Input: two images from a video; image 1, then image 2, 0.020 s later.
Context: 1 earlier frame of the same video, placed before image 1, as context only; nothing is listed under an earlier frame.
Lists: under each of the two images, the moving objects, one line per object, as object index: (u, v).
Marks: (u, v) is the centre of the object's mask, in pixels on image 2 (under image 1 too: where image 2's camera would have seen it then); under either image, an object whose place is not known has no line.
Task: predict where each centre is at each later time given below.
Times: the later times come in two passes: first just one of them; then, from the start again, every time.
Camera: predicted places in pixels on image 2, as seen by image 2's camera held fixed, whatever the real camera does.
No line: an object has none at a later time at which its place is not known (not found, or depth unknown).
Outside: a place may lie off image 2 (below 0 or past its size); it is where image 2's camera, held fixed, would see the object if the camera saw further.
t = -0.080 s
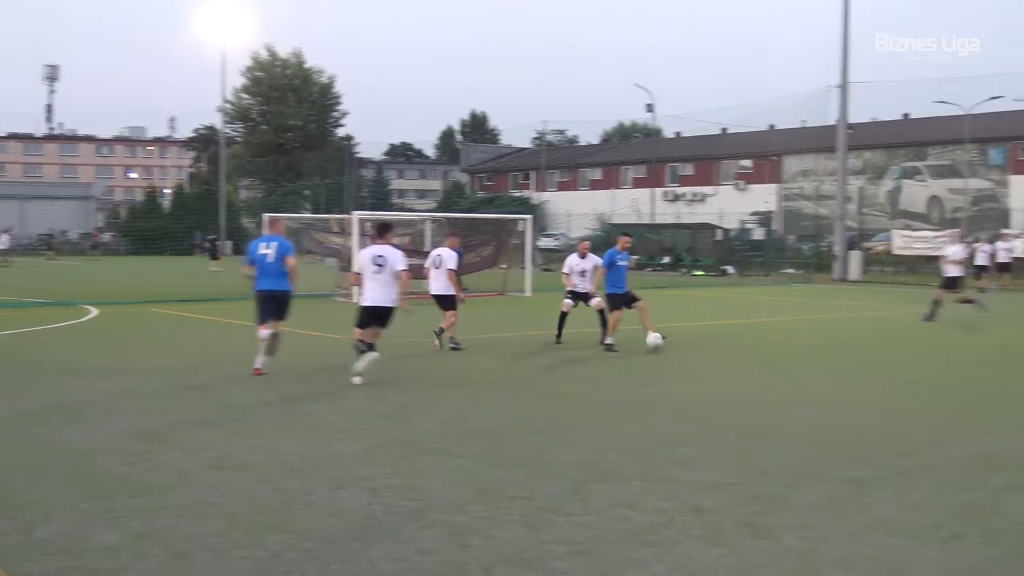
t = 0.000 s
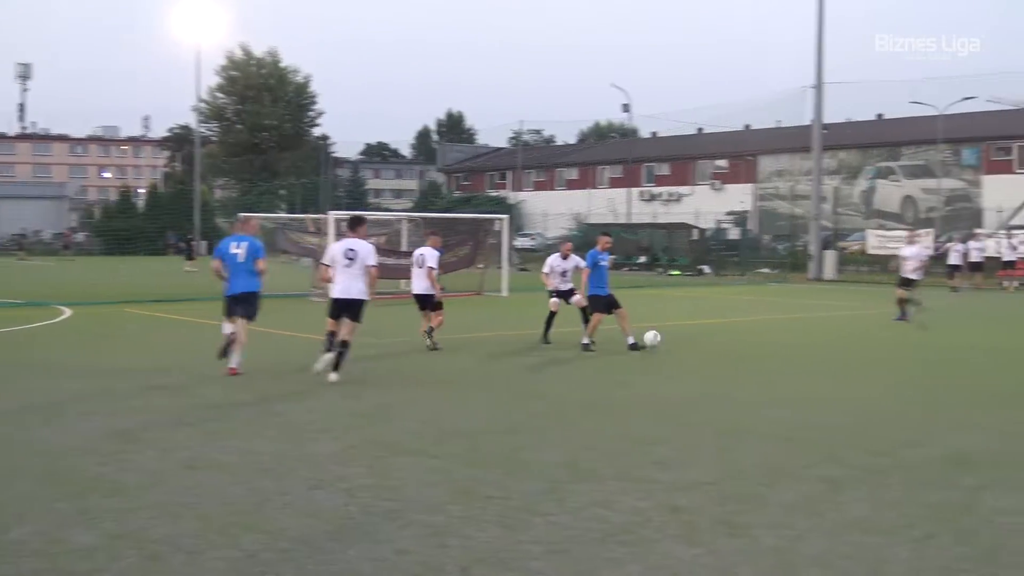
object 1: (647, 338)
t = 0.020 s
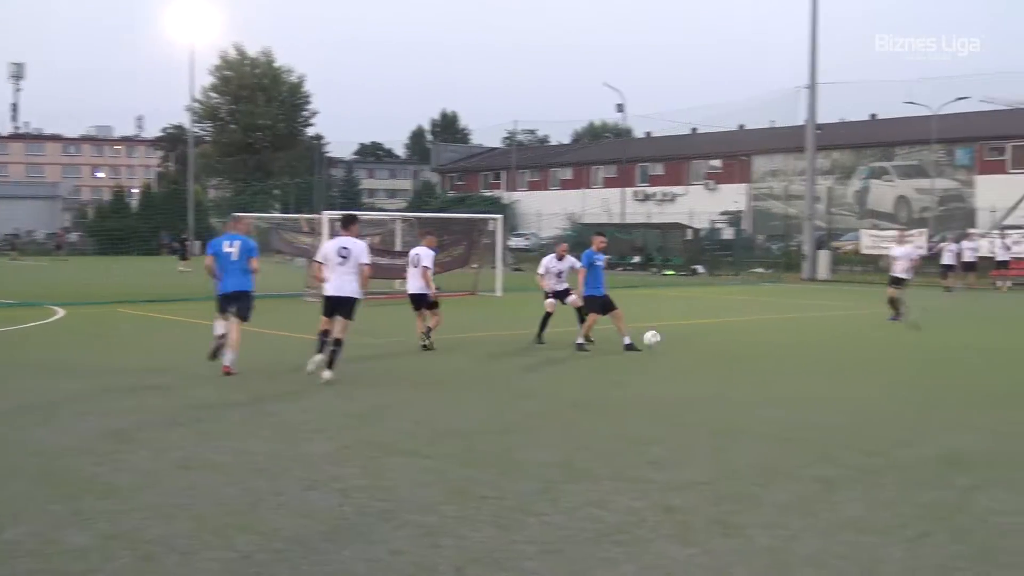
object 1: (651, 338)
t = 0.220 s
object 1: (704, 359)
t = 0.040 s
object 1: (656, 339)
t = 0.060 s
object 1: (661, 340)
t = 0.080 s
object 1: (667, 342)
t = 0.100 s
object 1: (672, 344)
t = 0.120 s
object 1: (677, 347)
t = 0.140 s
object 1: (682, 350)
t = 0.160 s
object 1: (688, 353)
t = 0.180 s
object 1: (694, 355)
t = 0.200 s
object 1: (699, 359)
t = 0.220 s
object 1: (704, 359)
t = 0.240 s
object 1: (709, 358)
